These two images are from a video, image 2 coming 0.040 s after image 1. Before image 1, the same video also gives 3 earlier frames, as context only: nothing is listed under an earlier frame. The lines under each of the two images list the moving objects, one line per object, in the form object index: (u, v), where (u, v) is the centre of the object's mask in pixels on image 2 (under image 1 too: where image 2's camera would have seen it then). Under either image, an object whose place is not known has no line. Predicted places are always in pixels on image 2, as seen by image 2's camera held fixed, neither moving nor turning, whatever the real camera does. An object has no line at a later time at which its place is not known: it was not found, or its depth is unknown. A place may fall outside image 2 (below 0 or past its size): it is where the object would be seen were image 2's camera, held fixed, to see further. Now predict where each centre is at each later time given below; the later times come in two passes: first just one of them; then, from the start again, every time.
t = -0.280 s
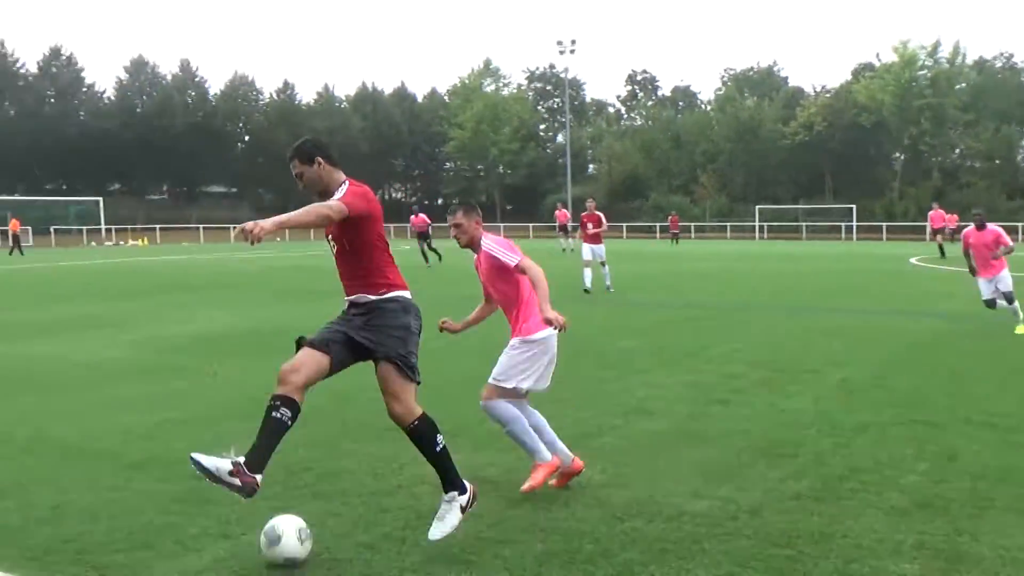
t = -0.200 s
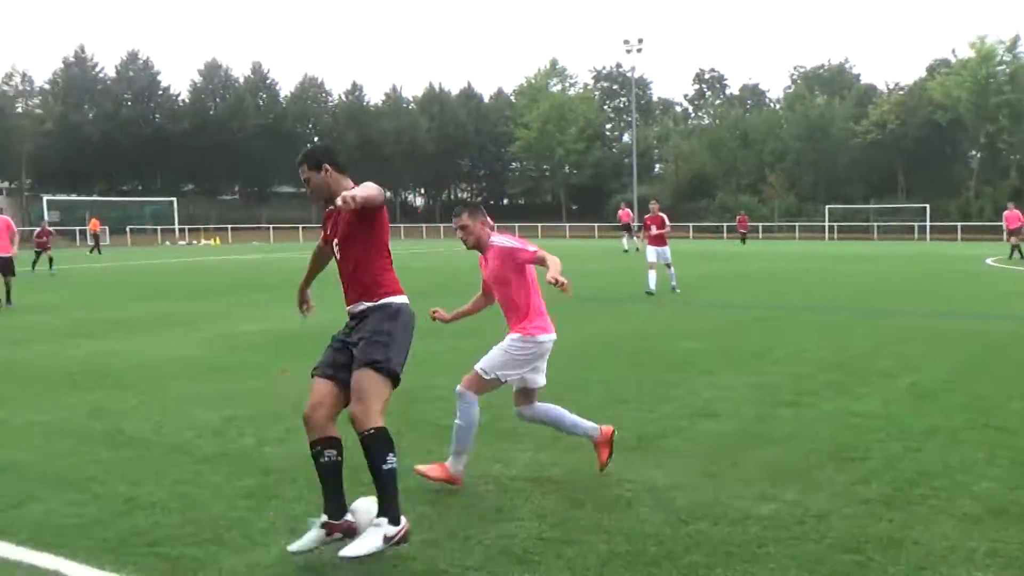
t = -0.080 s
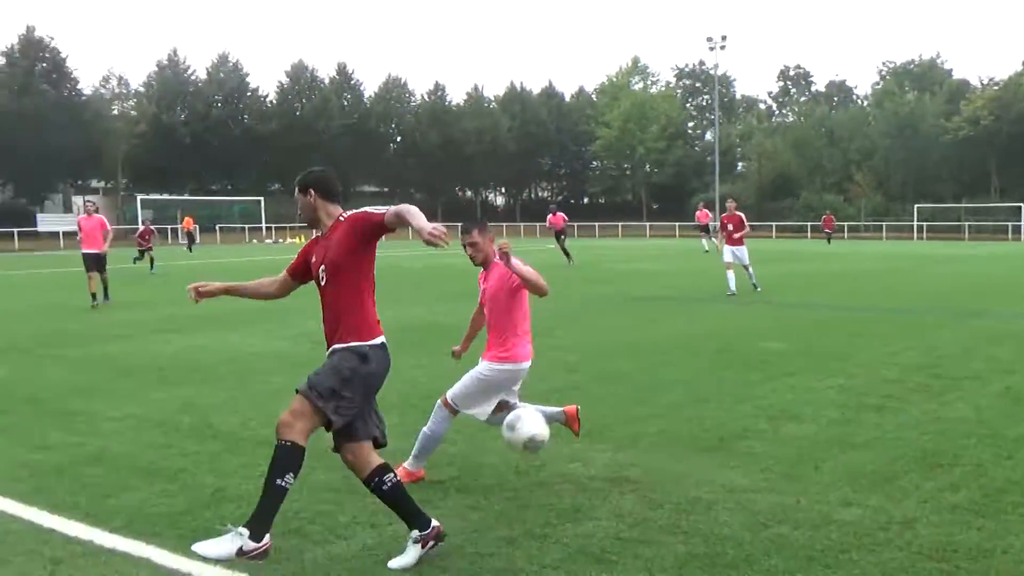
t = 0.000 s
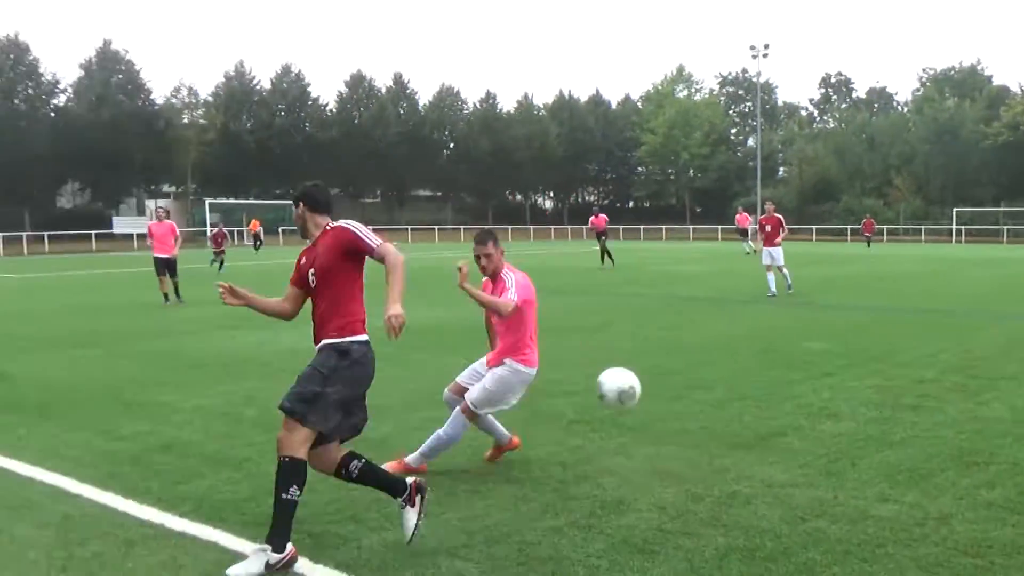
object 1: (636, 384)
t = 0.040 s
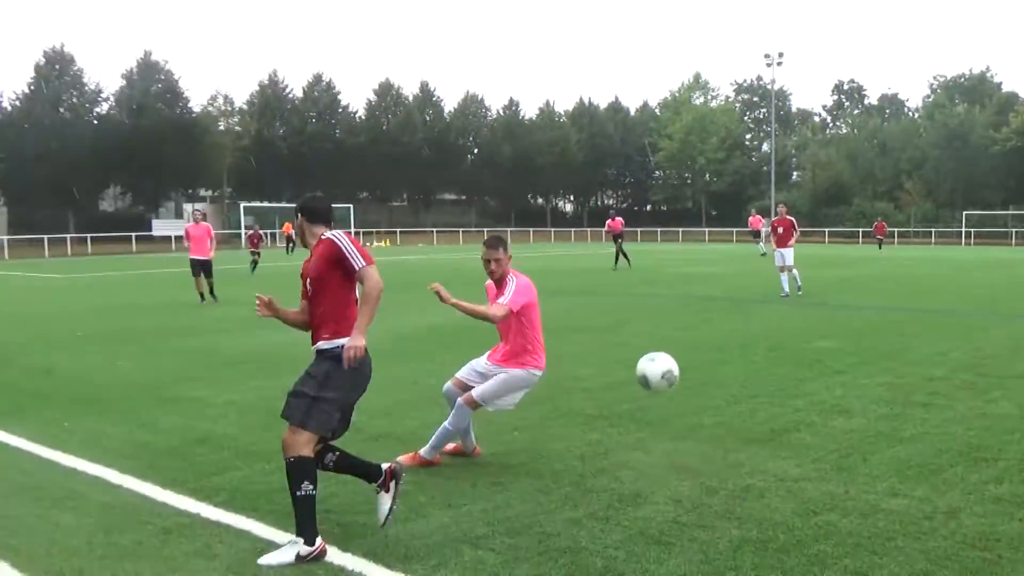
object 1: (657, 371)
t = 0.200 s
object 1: (735, 351)
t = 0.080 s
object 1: (679, 362)
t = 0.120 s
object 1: (699, 357)
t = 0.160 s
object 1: (718, 354)
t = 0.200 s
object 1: (735, 351)
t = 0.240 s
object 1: (755, 356)
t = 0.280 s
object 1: (774, 363)
